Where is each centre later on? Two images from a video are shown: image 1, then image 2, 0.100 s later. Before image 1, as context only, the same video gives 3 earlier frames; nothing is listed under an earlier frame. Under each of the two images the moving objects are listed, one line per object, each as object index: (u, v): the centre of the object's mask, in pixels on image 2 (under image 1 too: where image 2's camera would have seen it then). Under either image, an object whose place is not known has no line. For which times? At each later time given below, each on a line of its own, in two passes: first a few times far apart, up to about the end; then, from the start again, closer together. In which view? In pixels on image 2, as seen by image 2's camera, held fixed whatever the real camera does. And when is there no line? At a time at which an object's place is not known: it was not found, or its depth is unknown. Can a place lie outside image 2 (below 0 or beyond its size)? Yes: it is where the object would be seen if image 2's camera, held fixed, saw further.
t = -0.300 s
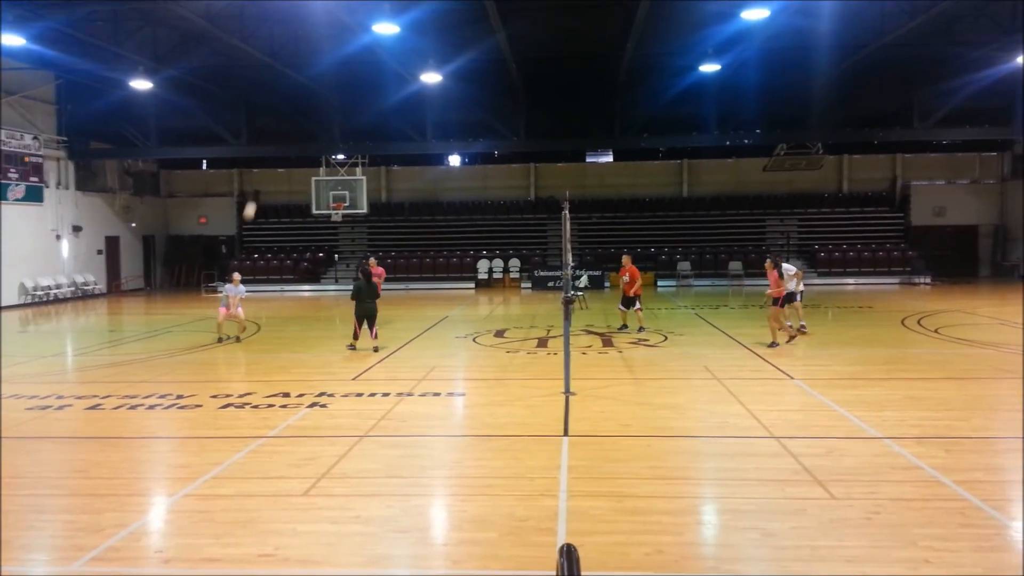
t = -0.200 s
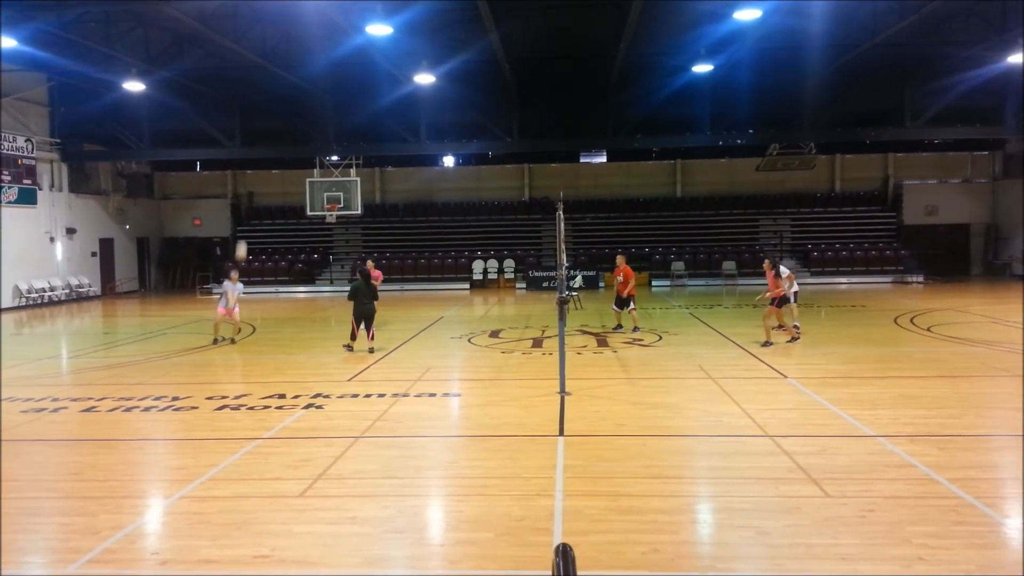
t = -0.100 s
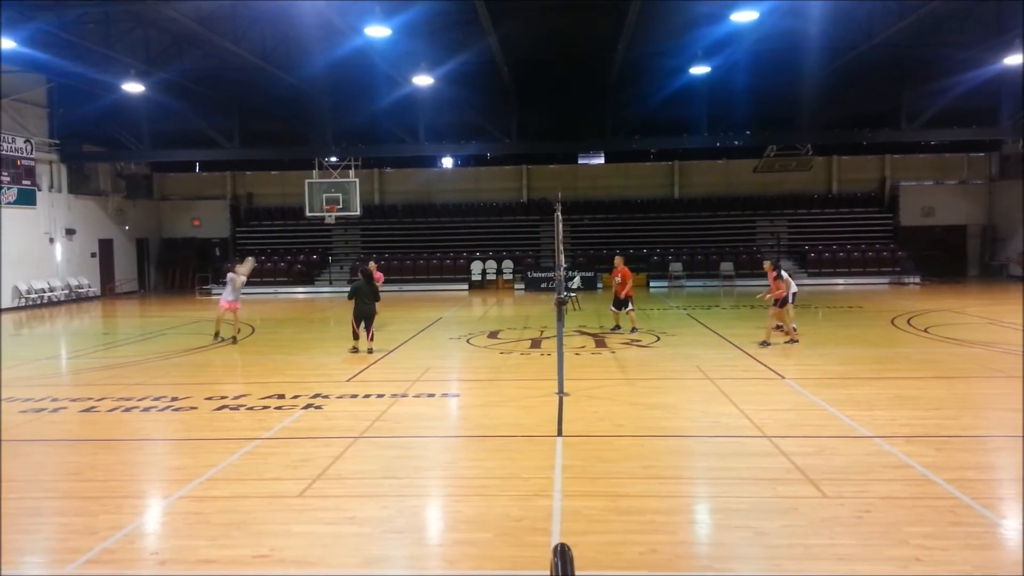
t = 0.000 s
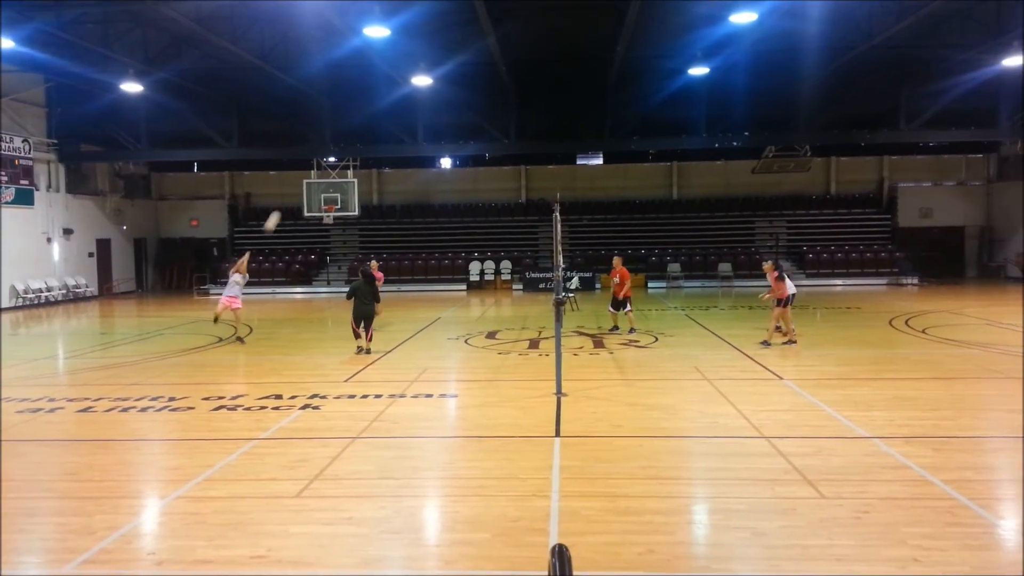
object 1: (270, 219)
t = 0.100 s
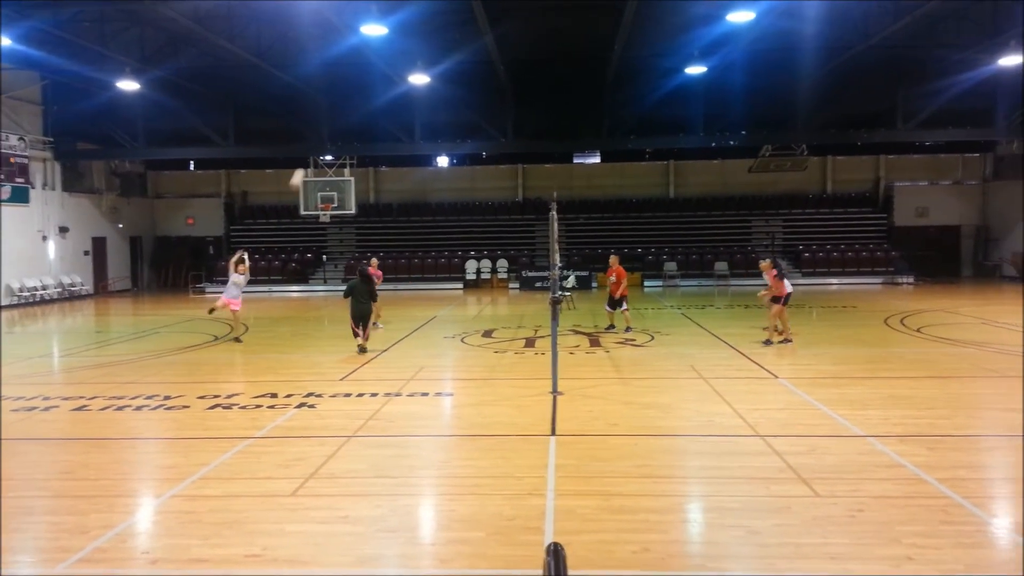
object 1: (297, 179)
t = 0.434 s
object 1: (408, 70)
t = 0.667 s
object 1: (488, 40)
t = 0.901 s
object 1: (570, 42)
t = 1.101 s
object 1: (641, 71)
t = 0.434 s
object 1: (408, 70)
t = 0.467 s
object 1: (419, 65)
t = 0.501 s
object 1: (431, 59)
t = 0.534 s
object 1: (441, 54)
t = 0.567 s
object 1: (453, 50)
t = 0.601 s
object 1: (465, 46)
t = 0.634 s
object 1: (476, 43)
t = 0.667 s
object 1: (488, 40)
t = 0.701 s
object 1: (499, 38)
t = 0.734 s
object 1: (510, 37)
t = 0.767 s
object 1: (523, 37)
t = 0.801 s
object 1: (534, 37)
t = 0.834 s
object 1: (546, 38)
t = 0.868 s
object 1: (558, 40)
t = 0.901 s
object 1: (570, 42)
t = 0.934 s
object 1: (582, 45)
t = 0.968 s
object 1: (593, 49)
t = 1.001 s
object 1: (605, 53)
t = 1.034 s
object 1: (617, 59)
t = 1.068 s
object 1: (629, 65)
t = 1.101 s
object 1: (641, 71)
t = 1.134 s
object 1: (653, 80)
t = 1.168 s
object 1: (665, 89)
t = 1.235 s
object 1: (690, 108)
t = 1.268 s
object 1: (700, 119)
